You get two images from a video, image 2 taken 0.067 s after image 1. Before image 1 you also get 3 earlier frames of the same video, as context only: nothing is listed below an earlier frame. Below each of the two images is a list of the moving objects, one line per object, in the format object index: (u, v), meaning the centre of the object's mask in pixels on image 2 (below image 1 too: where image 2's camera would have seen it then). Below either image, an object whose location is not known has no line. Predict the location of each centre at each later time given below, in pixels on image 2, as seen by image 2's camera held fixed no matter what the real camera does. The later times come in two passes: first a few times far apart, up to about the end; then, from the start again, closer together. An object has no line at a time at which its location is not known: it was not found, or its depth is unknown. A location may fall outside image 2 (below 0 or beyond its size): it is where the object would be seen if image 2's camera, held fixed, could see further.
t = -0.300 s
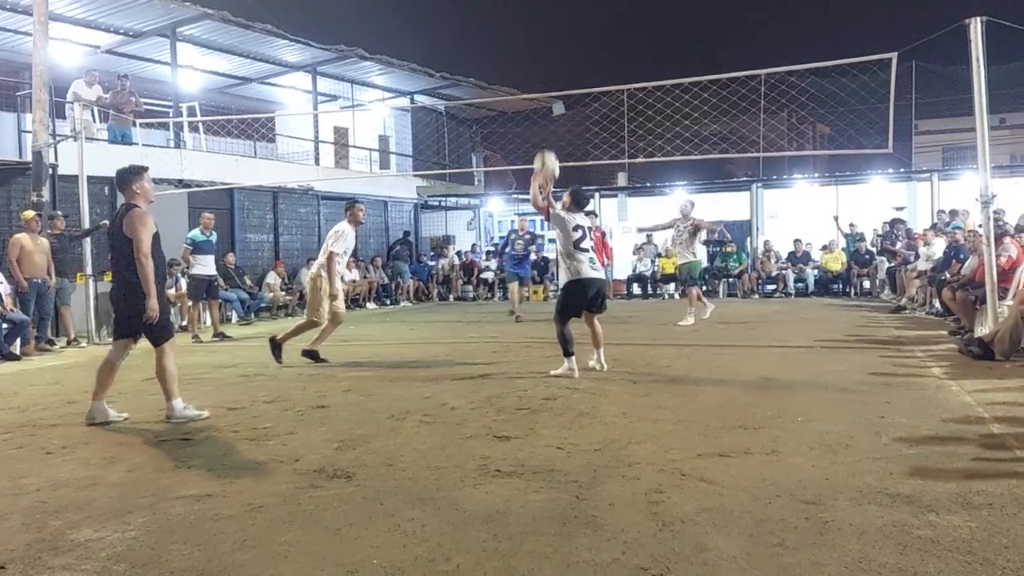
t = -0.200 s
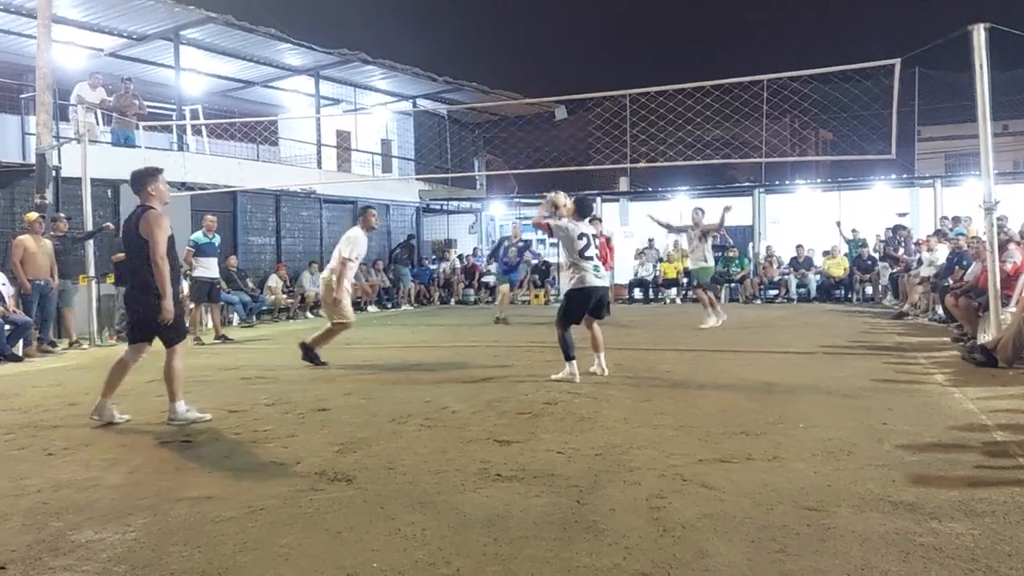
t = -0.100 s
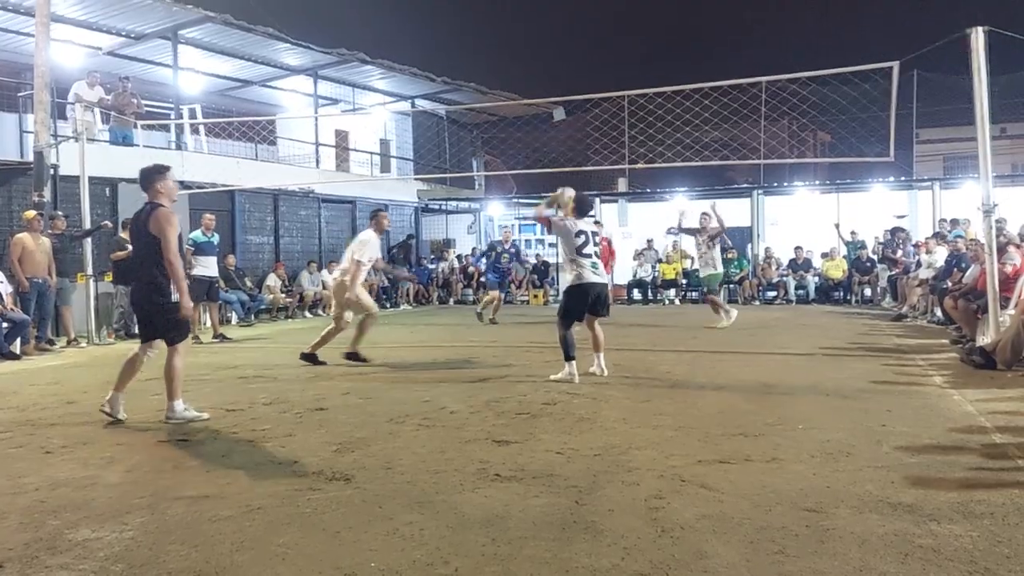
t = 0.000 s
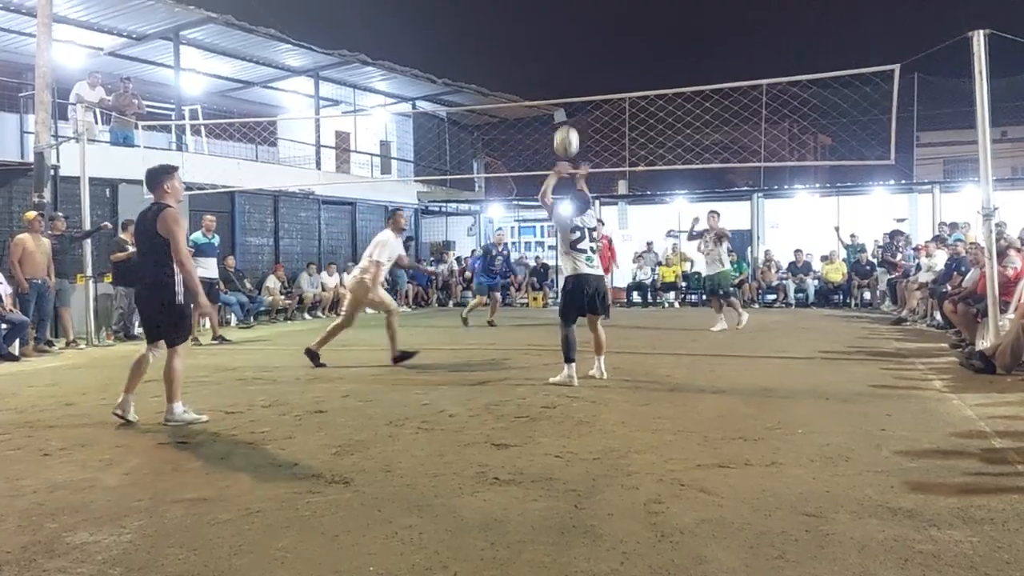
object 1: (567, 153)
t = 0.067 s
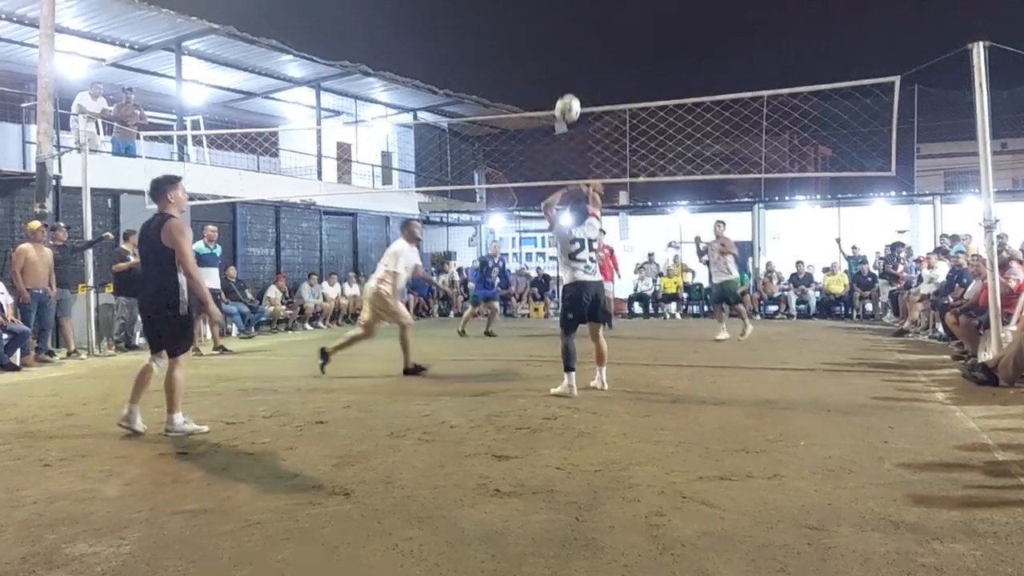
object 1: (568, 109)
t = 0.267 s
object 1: (569, 11)
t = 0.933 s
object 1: (580, 2)
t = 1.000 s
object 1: (581, 25)
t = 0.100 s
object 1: (567, 89)
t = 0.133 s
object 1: (567, 71)
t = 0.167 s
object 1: (568, 53)
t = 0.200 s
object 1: (569, 38)
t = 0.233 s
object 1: (568, 23)
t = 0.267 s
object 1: (569, 11)
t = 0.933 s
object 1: (580, 2)
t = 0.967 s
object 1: (580, 13)
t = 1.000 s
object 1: (581, 25)
